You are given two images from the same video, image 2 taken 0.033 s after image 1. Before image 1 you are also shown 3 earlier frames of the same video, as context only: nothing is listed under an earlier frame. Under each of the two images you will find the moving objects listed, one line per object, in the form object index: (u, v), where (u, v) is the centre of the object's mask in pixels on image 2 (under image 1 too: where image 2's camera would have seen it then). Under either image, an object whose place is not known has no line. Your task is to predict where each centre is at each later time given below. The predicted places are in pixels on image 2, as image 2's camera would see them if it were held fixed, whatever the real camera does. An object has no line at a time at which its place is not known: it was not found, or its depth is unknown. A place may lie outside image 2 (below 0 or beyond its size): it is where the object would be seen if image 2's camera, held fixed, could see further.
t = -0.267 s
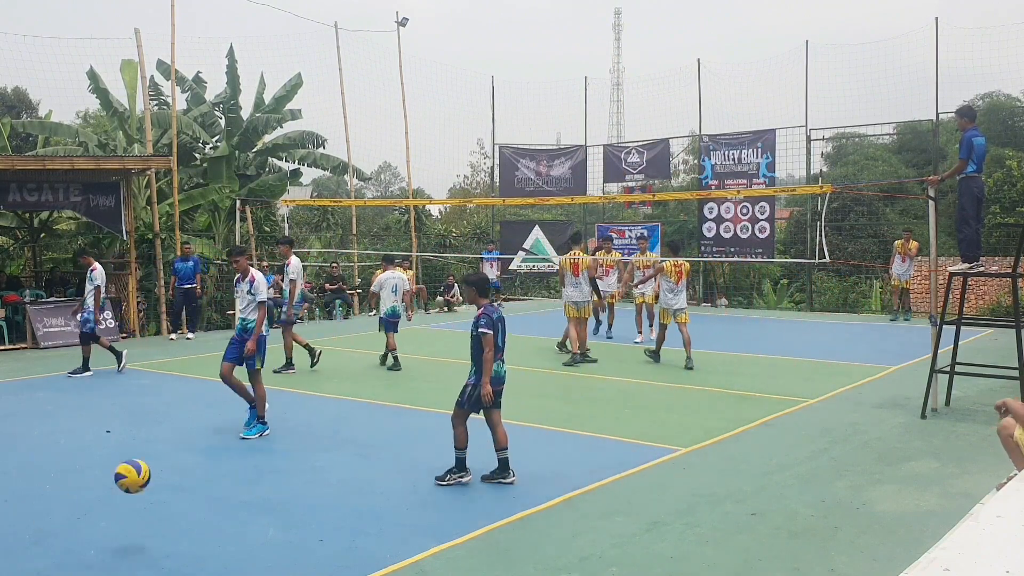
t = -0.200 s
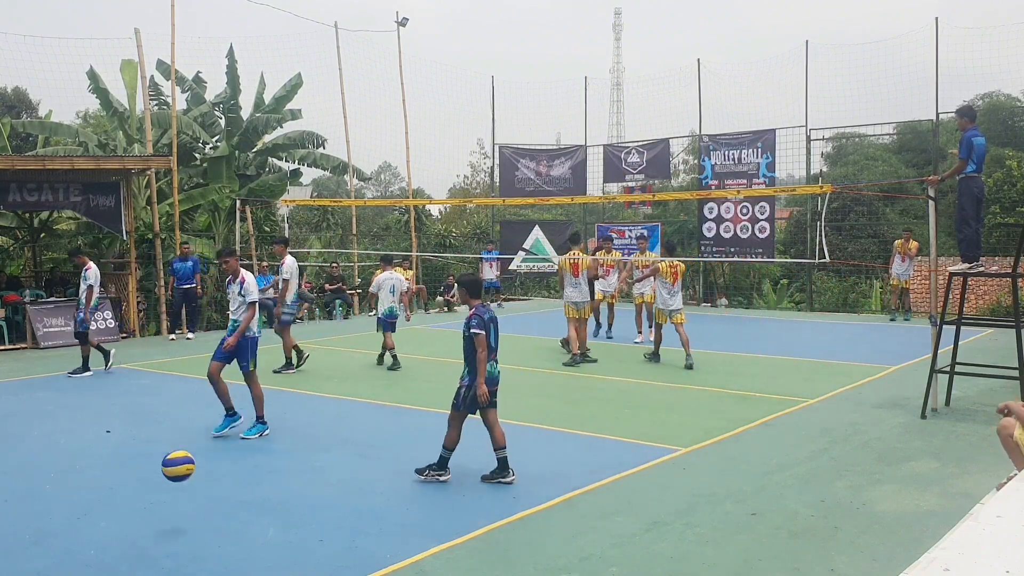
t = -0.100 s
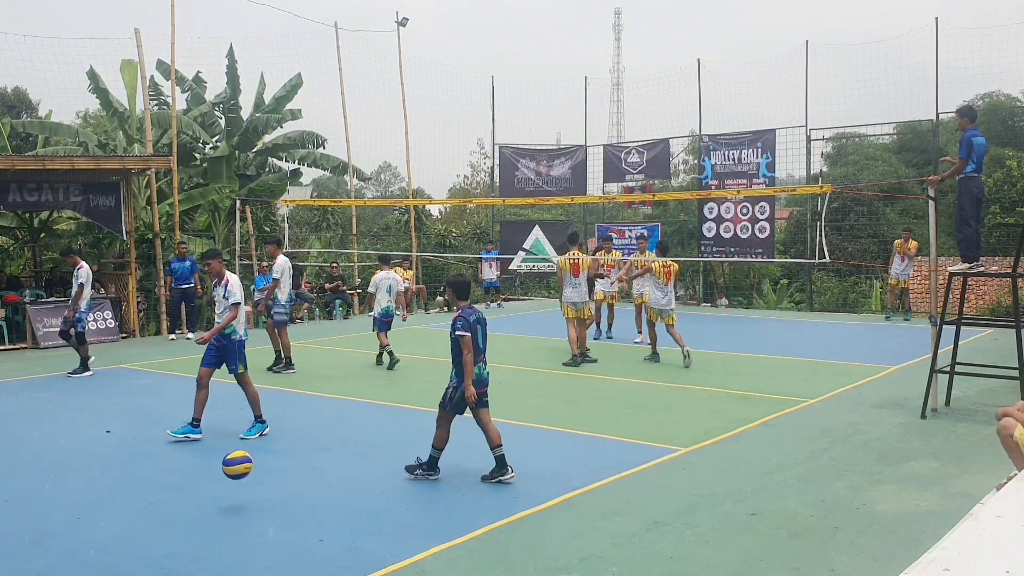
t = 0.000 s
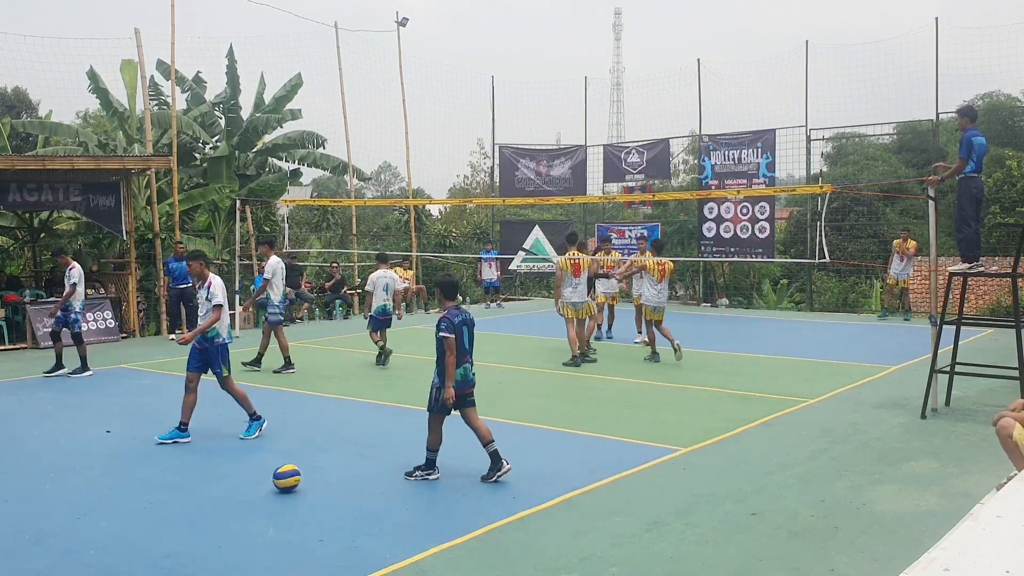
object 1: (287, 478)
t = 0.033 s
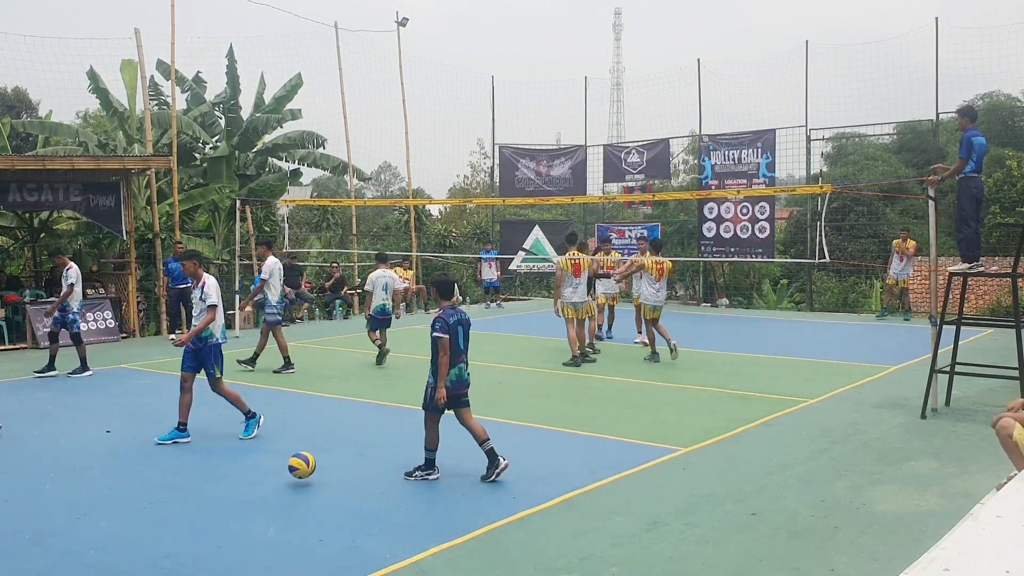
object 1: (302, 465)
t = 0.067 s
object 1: (317, 451)
